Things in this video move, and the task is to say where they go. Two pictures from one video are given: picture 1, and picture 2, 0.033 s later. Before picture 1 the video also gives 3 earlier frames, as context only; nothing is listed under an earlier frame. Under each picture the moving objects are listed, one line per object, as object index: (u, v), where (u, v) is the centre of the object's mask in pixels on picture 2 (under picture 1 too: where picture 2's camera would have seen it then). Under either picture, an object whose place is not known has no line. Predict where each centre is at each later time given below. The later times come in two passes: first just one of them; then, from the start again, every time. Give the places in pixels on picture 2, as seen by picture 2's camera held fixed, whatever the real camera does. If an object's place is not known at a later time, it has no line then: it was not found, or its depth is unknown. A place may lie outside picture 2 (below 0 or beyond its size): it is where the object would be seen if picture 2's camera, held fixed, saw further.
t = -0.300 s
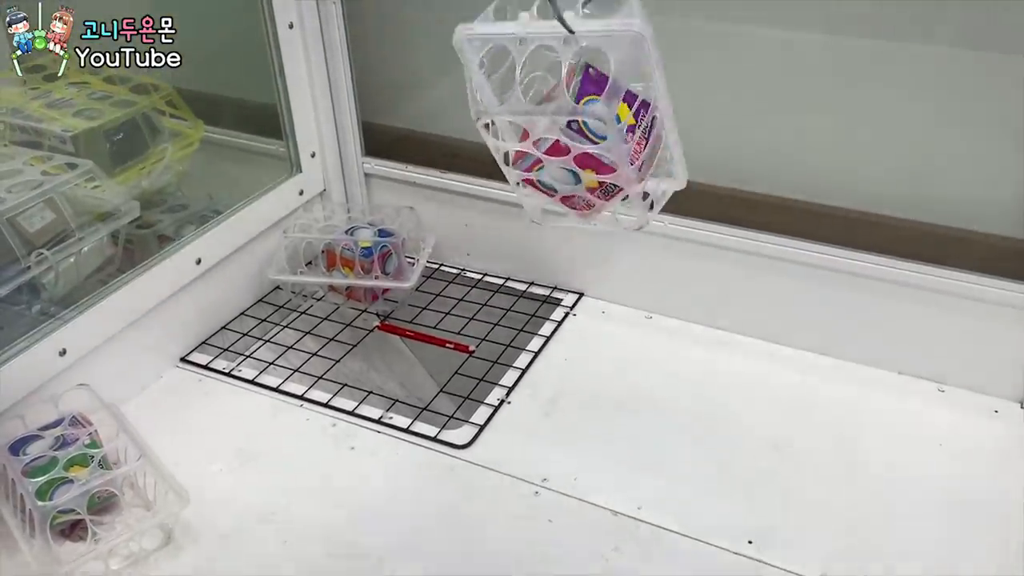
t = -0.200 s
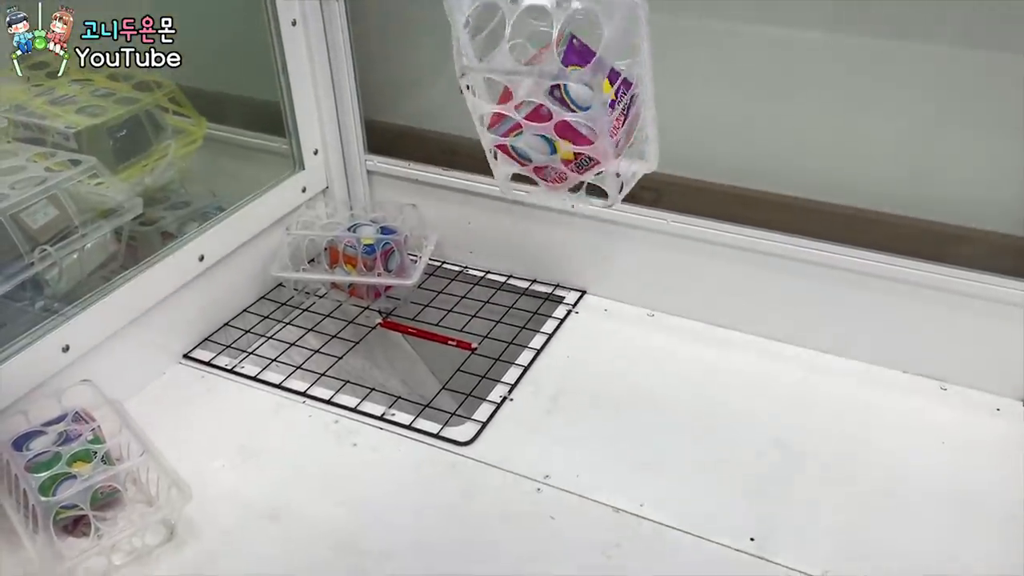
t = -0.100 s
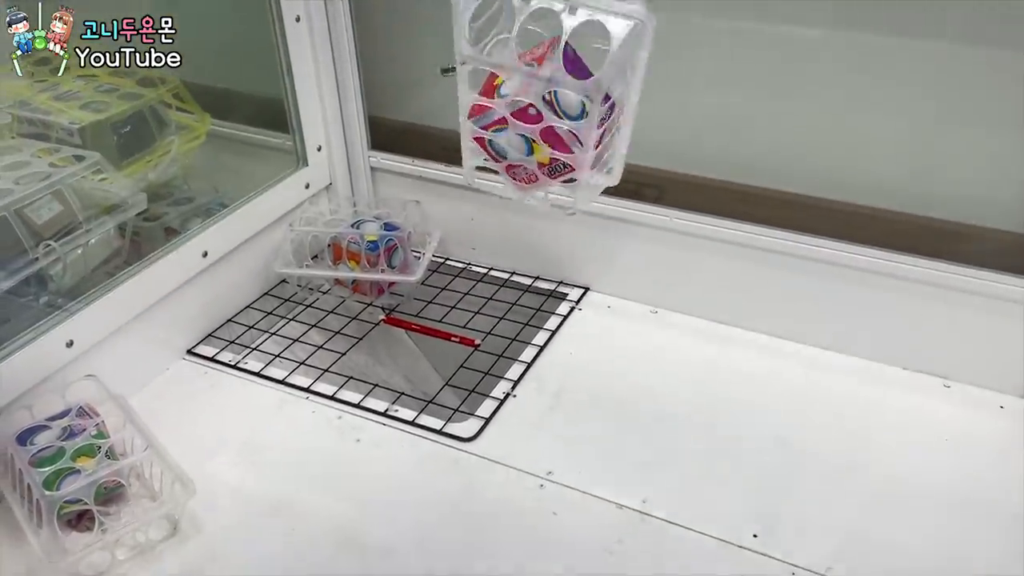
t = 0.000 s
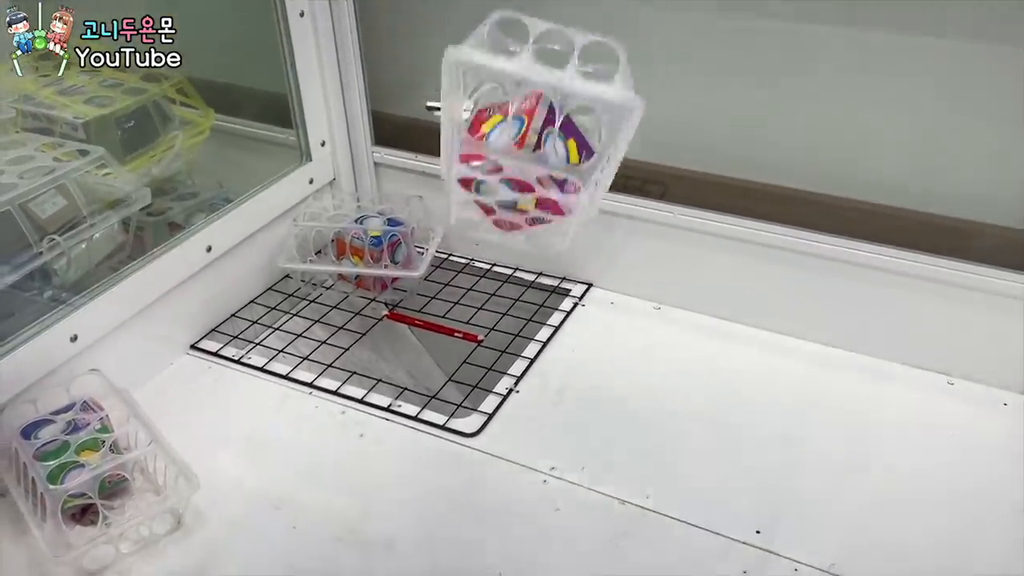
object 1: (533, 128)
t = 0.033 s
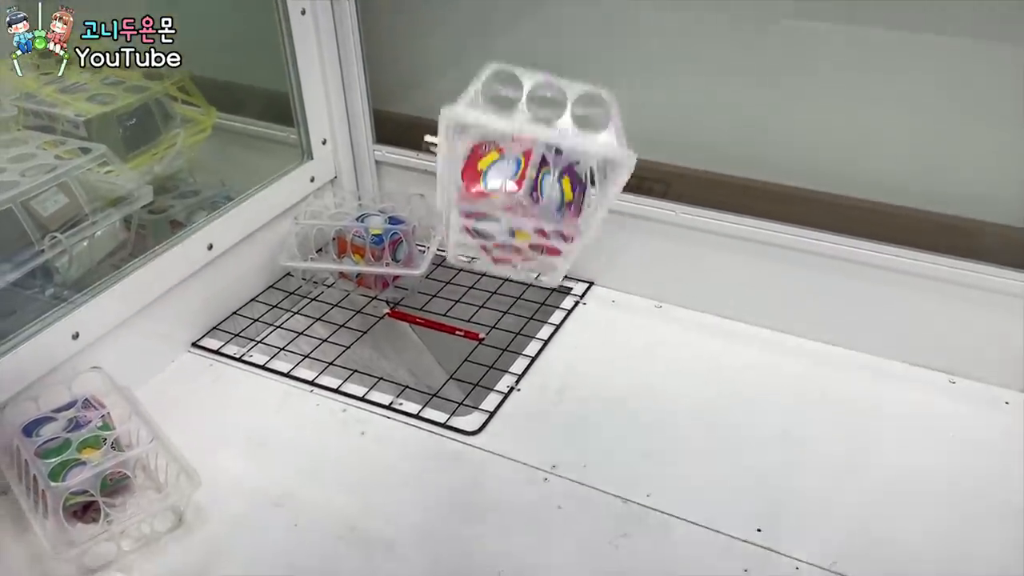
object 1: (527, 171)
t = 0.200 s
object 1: (501, 458)
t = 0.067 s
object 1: (522, 226)
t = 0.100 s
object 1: (516, 288)
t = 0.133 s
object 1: (515, 357)
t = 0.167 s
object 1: (510, 434)
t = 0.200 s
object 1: (501, 458)
